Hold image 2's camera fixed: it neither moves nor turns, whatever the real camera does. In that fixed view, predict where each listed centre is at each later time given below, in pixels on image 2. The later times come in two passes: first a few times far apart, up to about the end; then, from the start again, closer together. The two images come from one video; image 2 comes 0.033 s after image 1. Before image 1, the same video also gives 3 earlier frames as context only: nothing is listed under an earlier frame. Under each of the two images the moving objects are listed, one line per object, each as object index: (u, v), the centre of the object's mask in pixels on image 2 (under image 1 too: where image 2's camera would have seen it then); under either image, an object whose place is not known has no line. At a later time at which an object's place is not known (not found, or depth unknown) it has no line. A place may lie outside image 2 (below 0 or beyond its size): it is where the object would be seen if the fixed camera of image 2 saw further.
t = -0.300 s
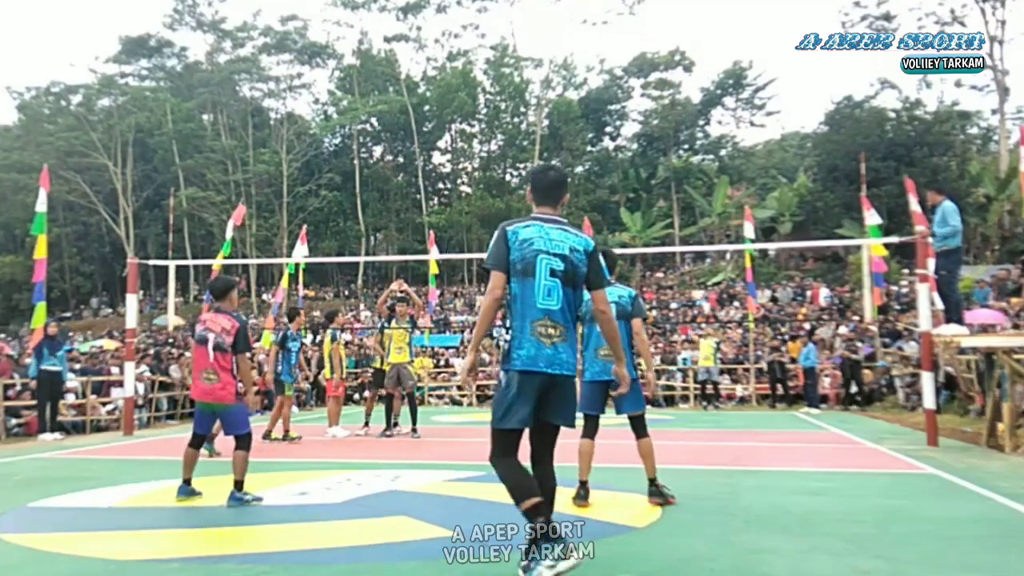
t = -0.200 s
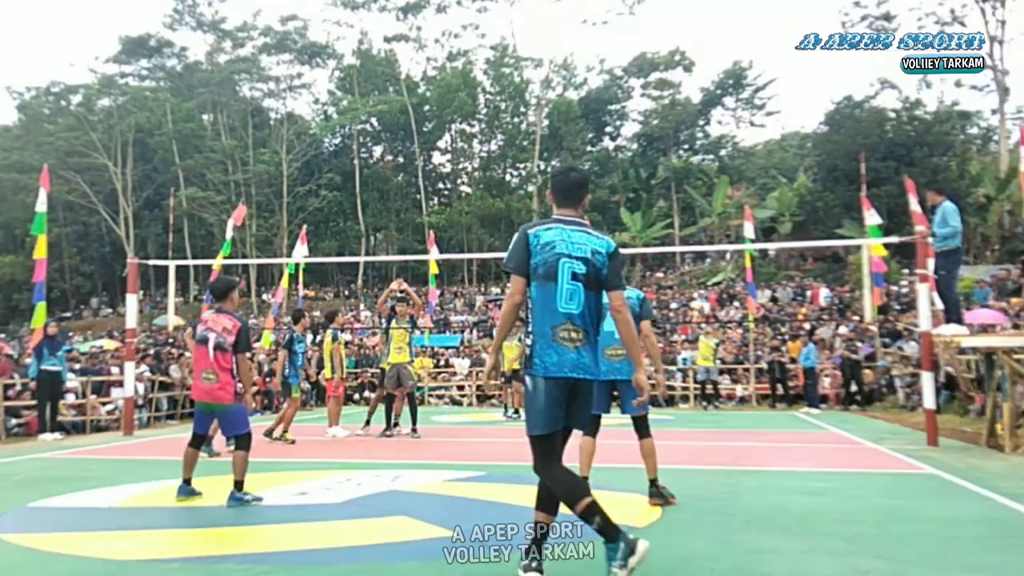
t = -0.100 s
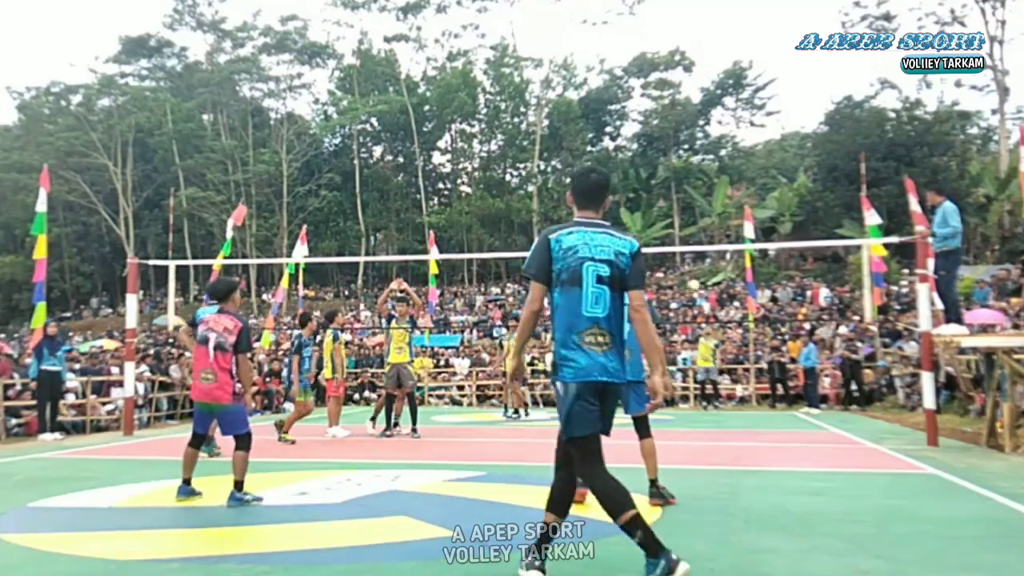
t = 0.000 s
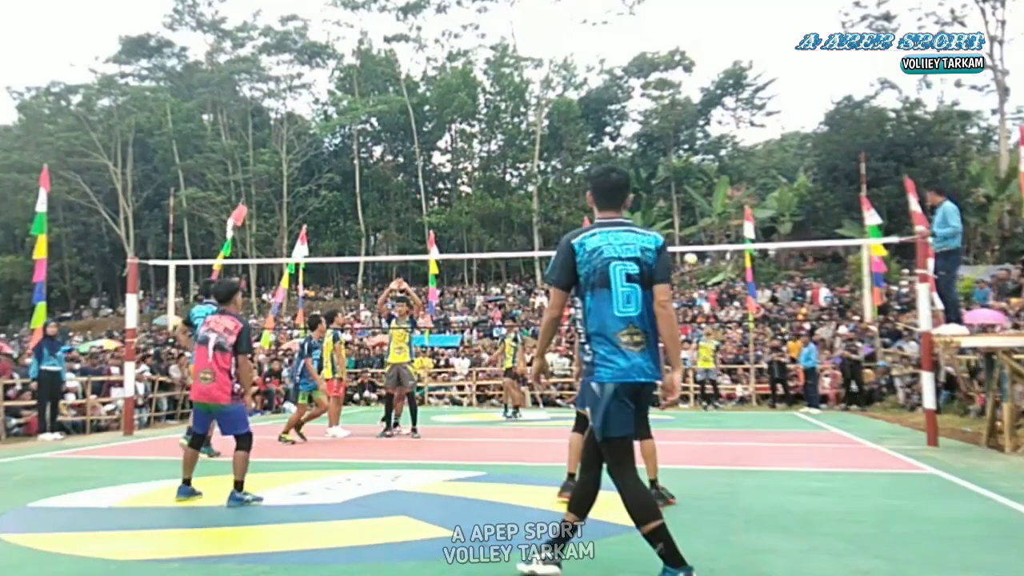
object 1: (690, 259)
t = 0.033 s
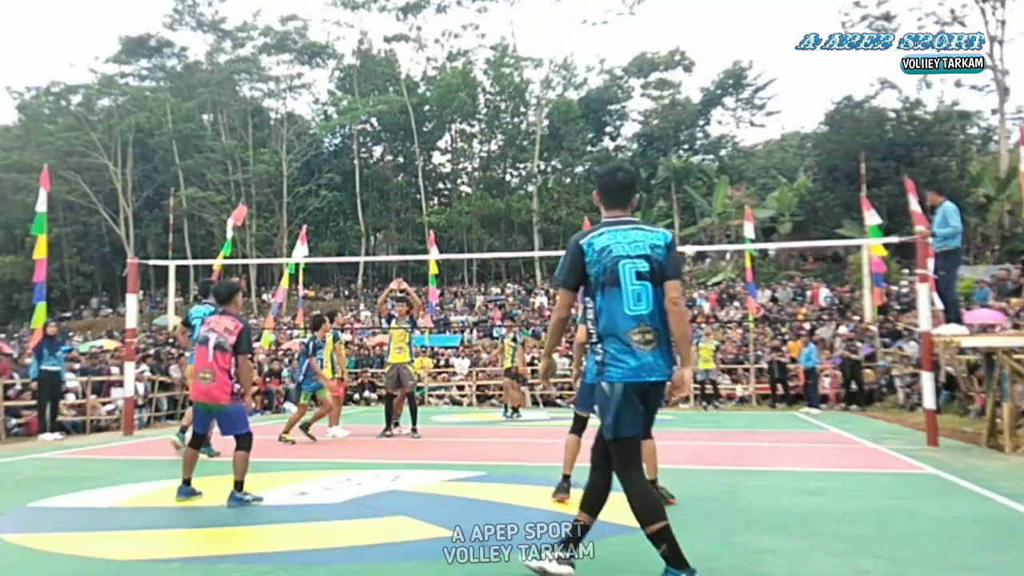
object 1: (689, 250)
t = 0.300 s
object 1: (670, 201)
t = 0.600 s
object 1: (640, 202)
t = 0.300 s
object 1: (670, 201)
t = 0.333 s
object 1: (669, 198)
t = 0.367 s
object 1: (665, 195)
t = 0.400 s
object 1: (662, 194)
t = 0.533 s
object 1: (648, 195)
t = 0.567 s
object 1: (644, 198)
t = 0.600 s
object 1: (640, 202)
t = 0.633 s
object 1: (636, 208)
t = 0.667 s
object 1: (631, 215)
